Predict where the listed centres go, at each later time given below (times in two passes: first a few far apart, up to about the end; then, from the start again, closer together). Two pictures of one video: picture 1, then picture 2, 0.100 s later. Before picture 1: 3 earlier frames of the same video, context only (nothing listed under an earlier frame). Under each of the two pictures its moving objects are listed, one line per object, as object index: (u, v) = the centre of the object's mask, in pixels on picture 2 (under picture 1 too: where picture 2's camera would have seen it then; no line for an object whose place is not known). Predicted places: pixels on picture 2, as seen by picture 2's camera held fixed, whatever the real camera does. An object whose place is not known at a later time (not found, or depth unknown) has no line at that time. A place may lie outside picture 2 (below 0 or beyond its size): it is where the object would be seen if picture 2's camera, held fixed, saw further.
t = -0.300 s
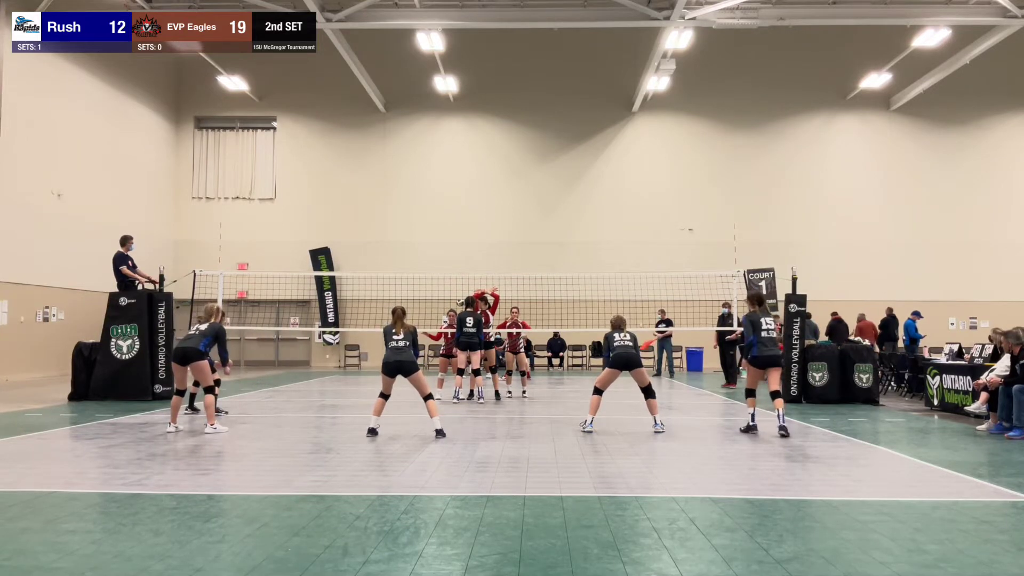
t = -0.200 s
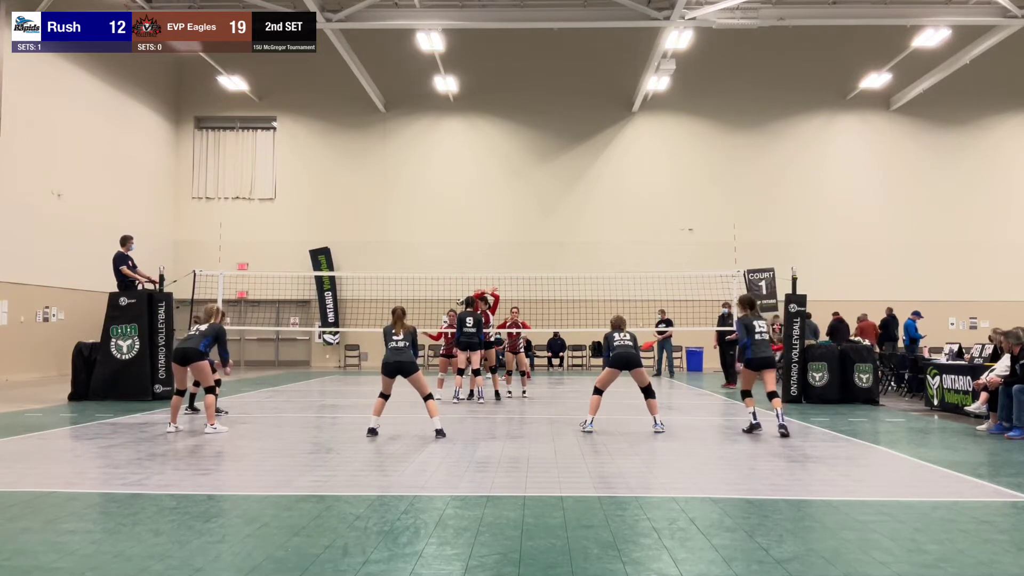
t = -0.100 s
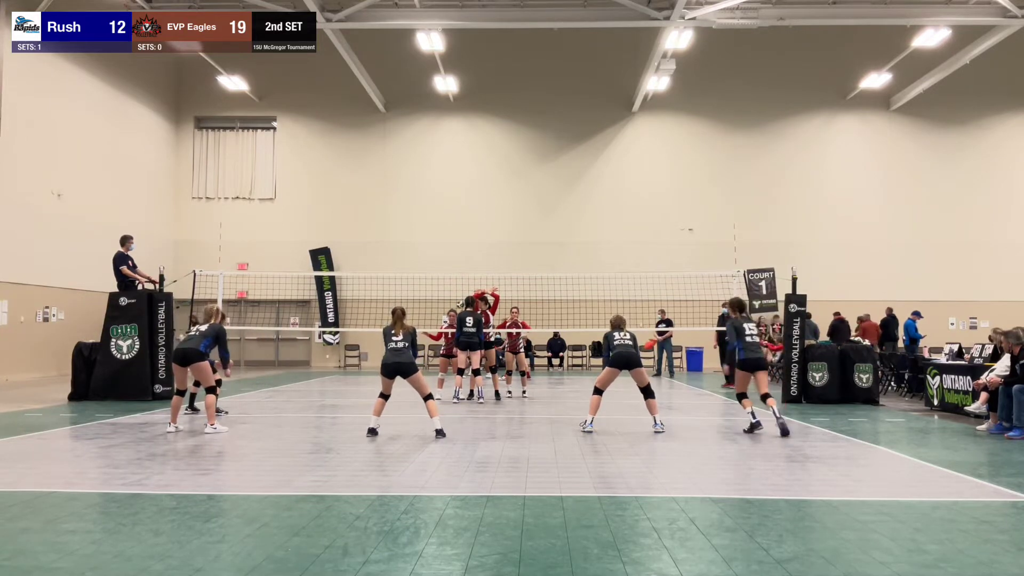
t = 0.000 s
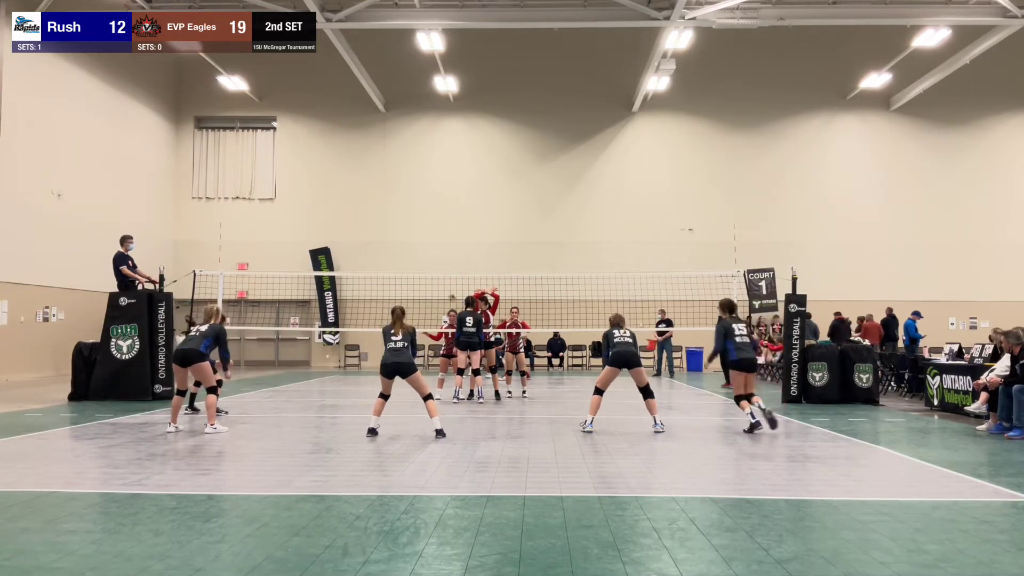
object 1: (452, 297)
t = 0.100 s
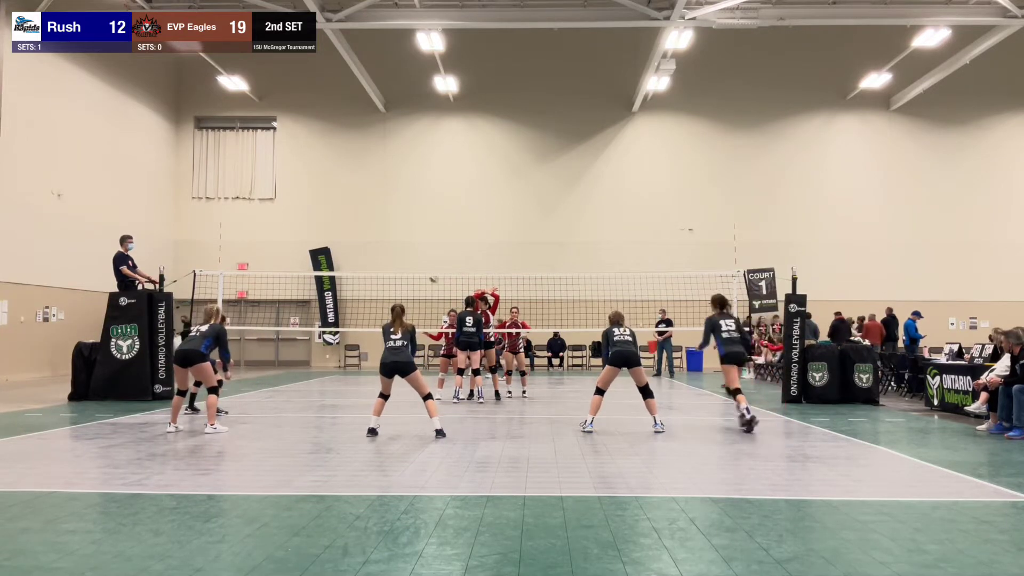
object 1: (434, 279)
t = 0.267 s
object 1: (398, 251)
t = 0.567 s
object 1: (315, 219)
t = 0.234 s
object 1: (406, 256)
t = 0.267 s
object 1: (398, 251)
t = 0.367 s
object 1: (374, 238)
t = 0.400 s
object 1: (365, 234)
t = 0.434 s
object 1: (355, 230)
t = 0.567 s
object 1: (315, 219)
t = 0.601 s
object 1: (304, 219)
